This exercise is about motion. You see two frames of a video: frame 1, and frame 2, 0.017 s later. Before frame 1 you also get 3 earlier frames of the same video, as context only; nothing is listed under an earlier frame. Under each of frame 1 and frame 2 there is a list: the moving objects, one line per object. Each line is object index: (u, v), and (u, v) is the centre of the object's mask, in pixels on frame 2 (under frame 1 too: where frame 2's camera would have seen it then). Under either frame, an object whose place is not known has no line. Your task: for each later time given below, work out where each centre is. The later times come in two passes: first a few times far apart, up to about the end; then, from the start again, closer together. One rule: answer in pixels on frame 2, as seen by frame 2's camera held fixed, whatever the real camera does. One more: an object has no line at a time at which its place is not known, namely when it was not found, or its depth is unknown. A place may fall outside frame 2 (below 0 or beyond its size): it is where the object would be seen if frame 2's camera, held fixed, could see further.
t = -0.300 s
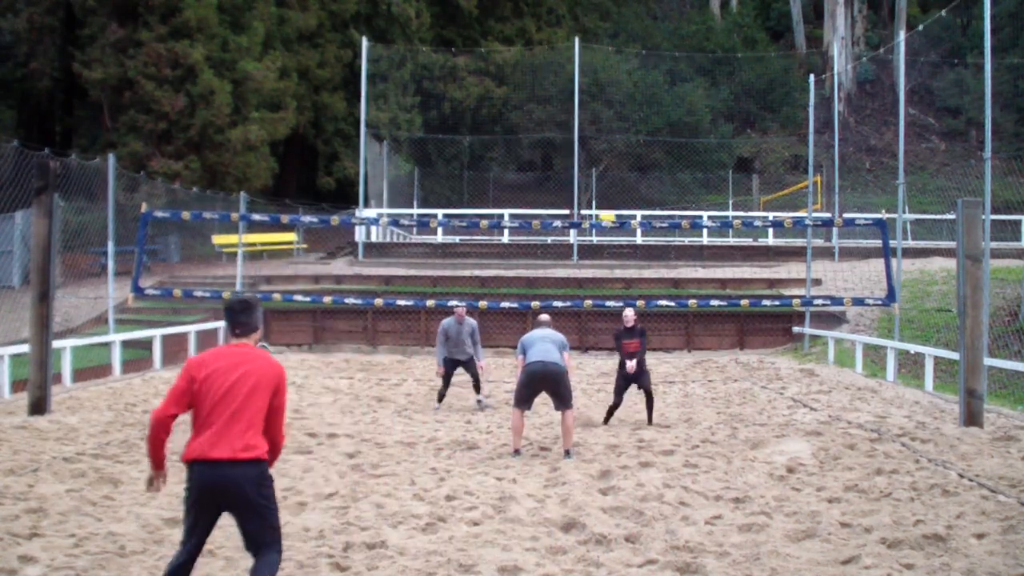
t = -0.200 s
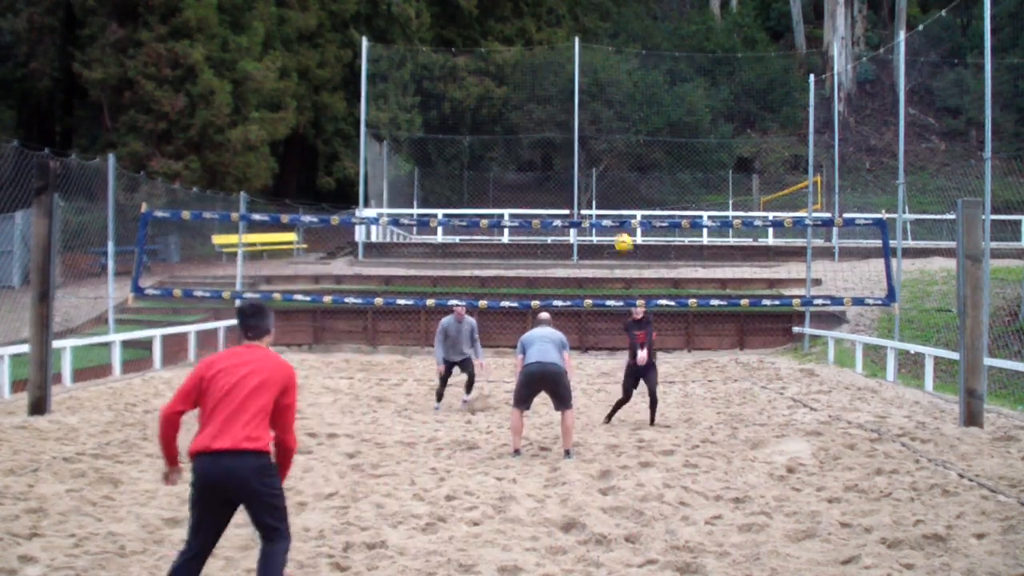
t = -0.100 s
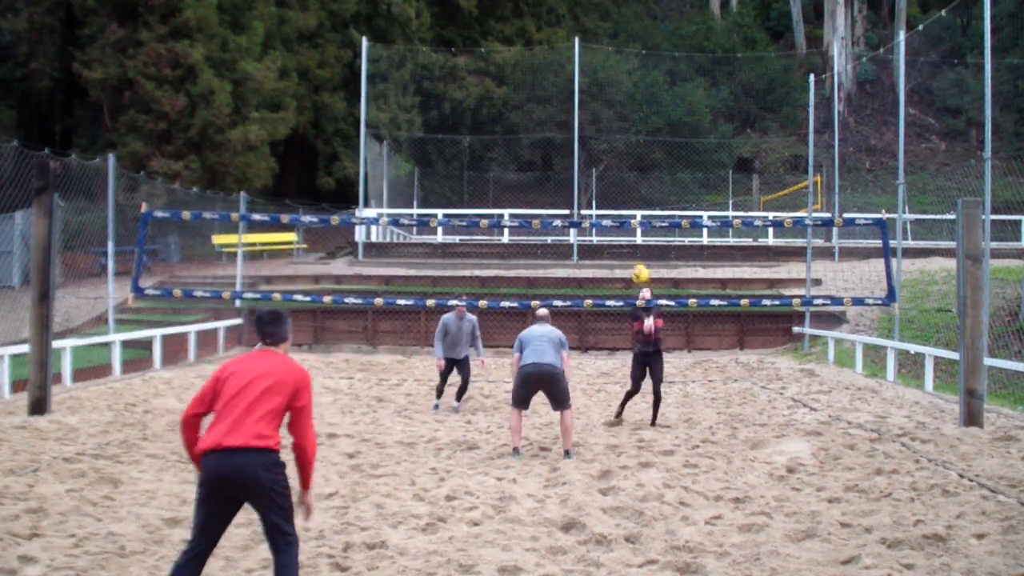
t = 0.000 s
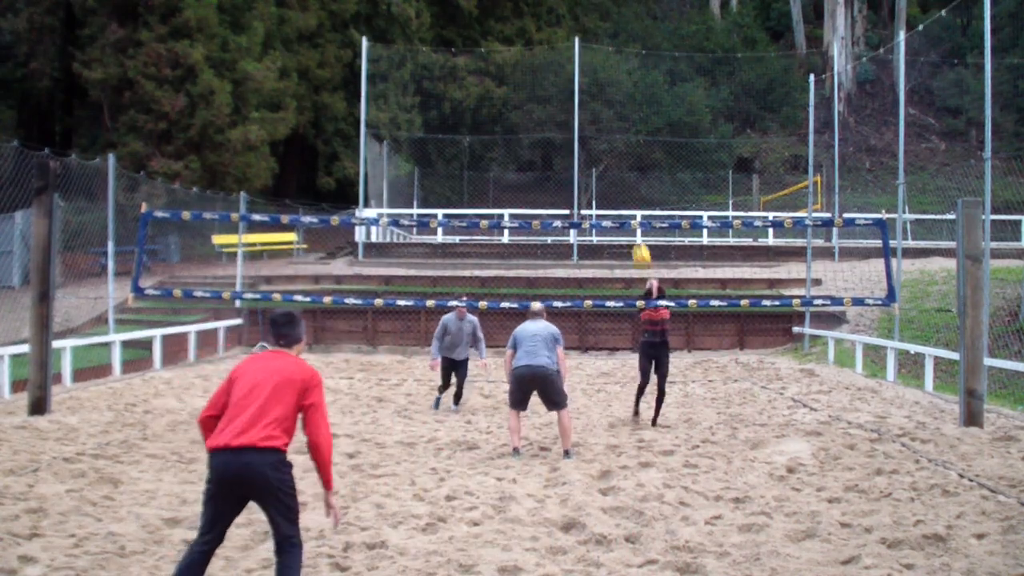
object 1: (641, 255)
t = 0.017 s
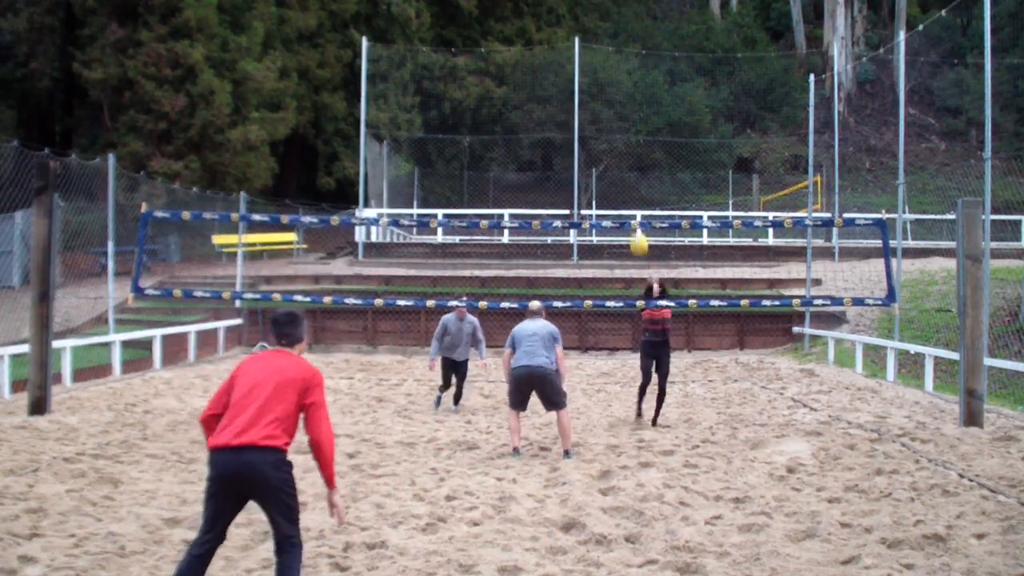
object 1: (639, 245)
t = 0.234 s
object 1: (606, 119)
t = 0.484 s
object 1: (568, 33)
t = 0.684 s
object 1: (540, 5)
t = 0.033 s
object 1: (636, 235)
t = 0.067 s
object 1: (631, 209)
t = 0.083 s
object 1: (628, 199)
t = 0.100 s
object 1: (626, 189)
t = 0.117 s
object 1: (623, 179)
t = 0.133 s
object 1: (621, 170)
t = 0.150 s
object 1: (619, 161)
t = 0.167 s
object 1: (616, 152)
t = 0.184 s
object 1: (613, 143)
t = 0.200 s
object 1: (611, 135)
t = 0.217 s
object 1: (608, 127)
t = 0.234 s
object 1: (606, 119)
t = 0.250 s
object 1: (603, 112)
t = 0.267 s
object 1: (601, 104)
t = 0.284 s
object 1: (598, 97)
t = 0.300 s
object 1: (595, 91)
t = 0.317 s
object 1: (593, 84)
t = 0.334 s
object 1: (590, 78)
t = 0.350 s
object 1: (588, 72)
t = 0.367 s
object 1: (586, 66)
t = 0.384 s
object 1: (584, 61)
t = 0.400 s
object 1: (581, 55)
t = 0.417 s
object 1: (578, 50)
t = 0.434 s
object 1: (575, 45)
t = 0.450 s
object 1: (573, 41)
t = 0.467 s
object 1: (570, 37)
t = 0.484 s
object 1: (568, 33)
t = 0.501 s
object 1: (565, 29)
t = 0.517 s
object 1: (563, 26)
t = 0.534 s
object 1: (561, 23)
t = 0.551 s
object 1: (558, 20)
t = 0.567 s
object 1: (556, 17)
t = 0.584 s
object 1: (553, 14)
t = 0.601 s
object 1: (551, 12)
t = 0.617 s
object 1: (549, 9)
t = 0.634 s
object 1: (547, 8)
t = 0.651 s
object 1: (545, 7)
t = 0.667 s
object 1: (542, 6)
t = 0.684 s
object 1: (540, 5)
